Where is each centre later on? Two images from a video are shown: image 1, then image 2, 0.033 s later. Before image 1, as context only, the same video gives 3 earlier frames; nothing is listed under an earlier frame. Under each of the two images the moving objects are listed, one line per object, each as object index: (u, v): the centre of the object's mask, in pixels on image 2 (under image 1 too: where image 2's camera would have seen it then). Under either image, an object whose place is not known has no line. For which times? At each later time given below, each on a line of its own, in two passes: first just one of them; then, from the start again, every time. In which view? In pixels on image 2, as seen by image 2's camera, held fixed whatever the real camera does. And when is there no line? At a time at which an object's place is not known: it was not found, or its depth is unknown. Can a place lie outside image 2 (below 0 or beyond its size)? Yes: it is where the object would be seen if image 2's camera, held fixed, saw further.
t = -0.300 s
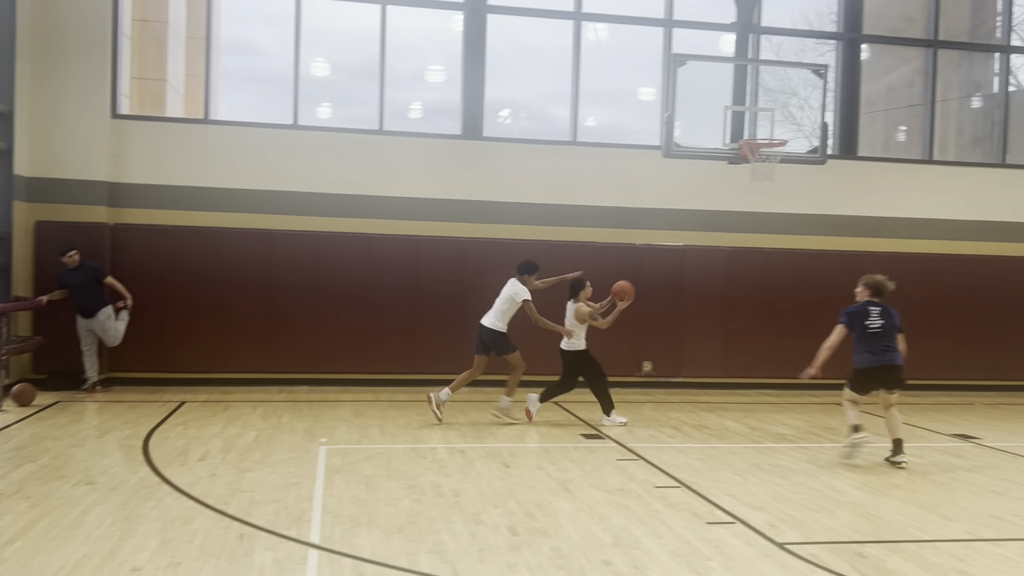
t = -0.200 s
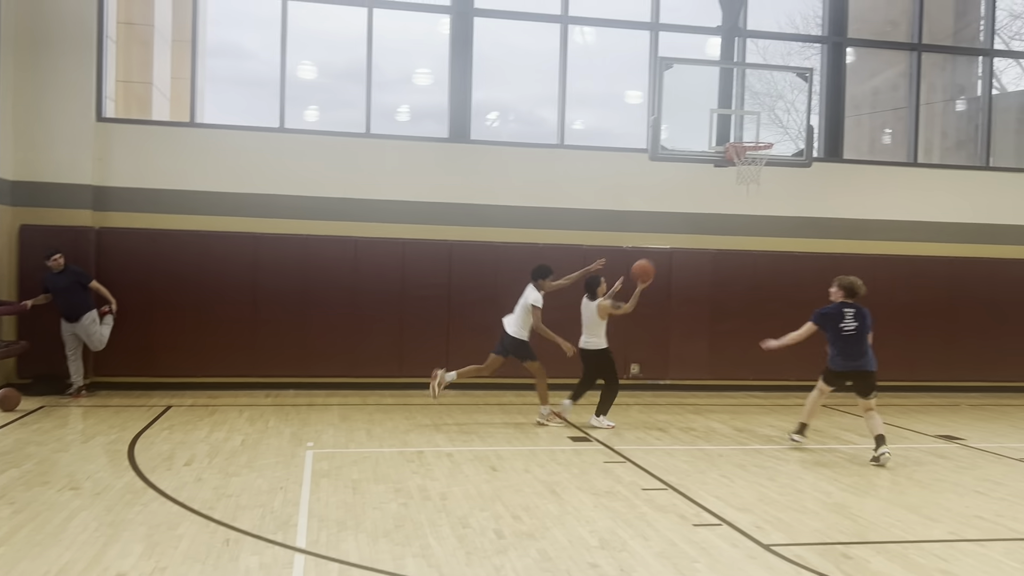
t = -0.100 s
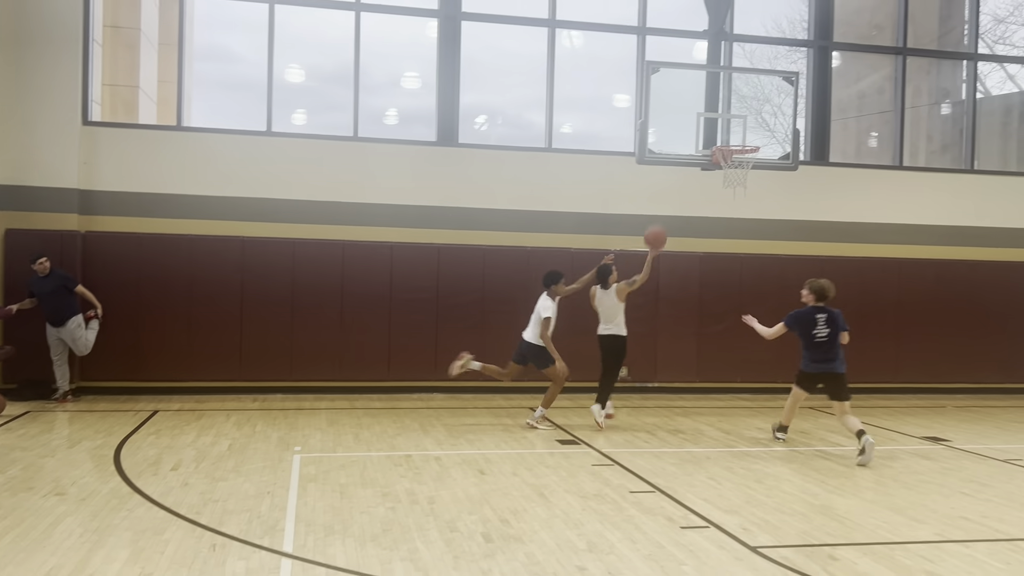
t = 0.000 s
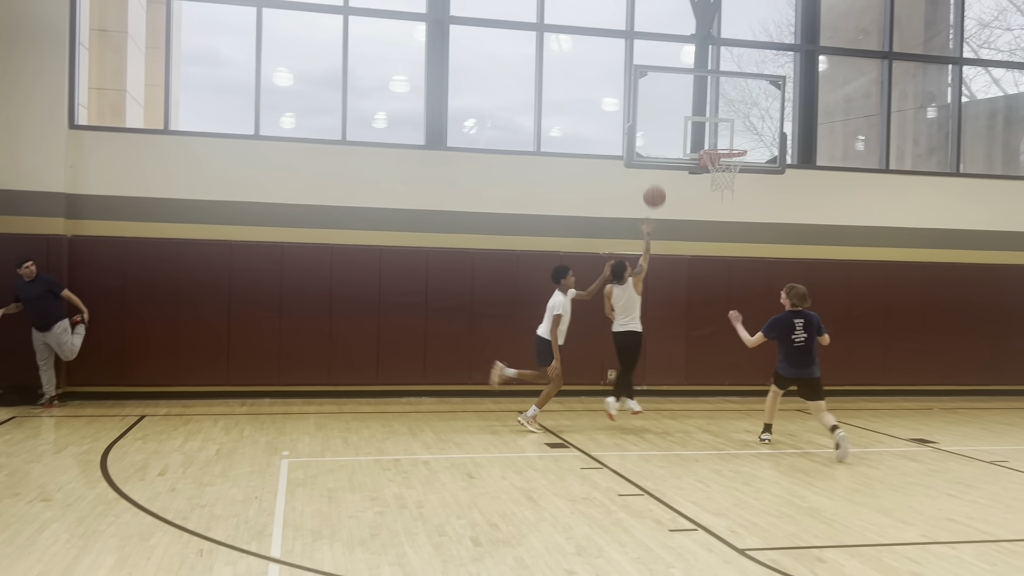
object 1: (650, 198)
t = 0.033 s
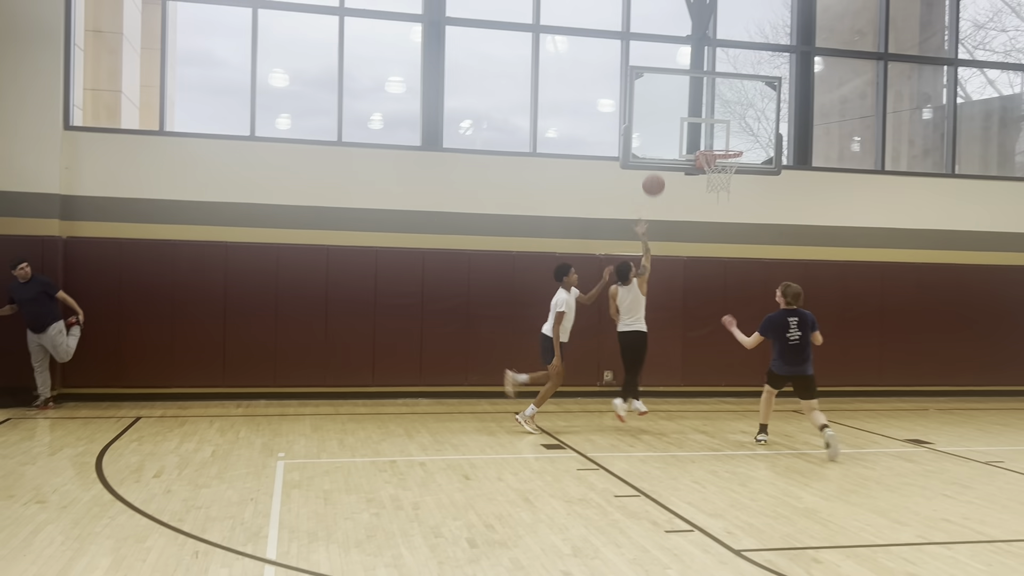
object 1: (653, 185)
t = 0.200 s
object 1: (667, 138)
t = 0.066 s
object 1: (656, 174)
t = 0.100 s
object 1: (659, 164)
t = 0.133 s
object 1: (662, 154)
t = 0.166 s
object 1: (665, 145)
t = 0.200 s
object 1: (667, 138)
